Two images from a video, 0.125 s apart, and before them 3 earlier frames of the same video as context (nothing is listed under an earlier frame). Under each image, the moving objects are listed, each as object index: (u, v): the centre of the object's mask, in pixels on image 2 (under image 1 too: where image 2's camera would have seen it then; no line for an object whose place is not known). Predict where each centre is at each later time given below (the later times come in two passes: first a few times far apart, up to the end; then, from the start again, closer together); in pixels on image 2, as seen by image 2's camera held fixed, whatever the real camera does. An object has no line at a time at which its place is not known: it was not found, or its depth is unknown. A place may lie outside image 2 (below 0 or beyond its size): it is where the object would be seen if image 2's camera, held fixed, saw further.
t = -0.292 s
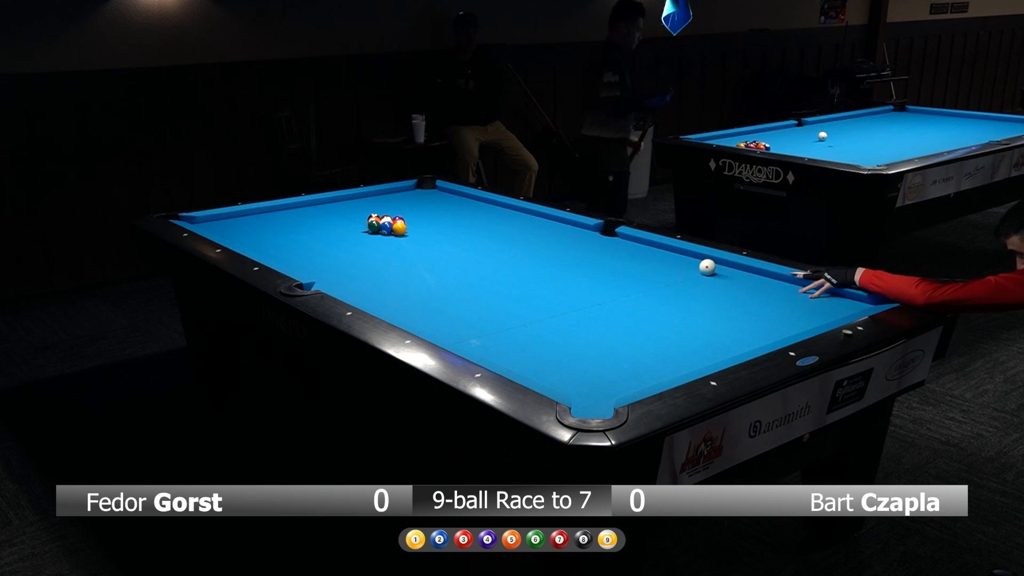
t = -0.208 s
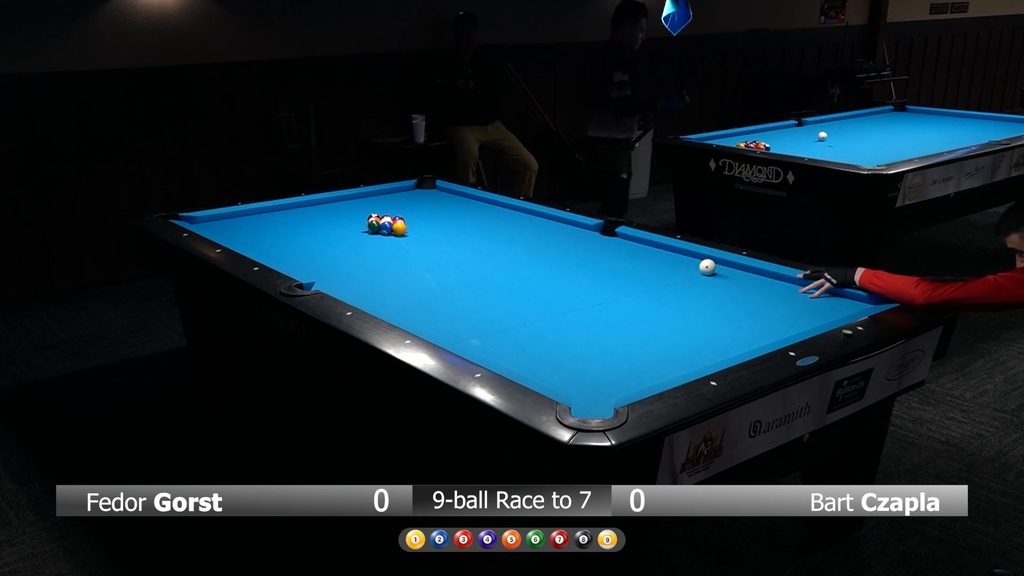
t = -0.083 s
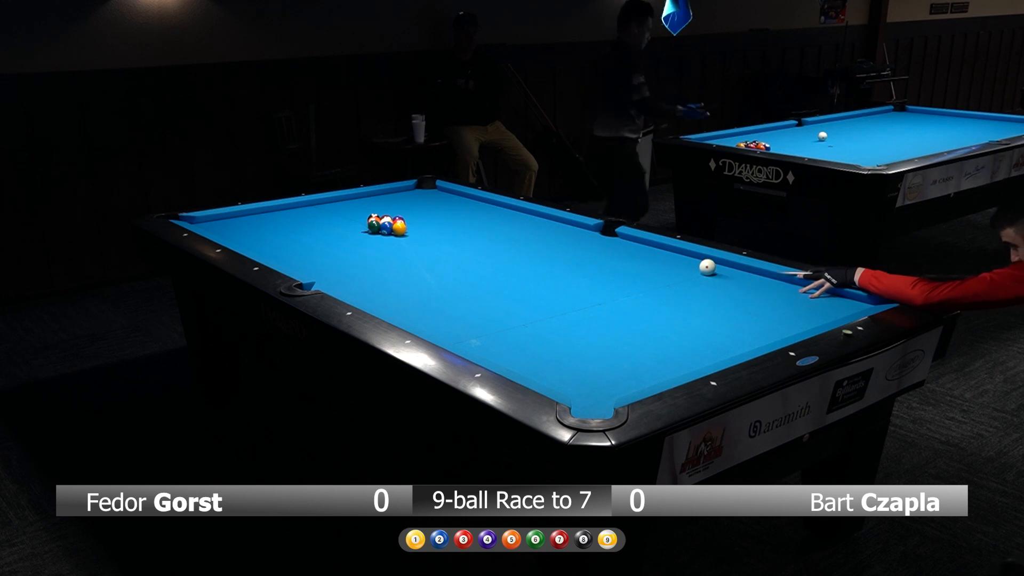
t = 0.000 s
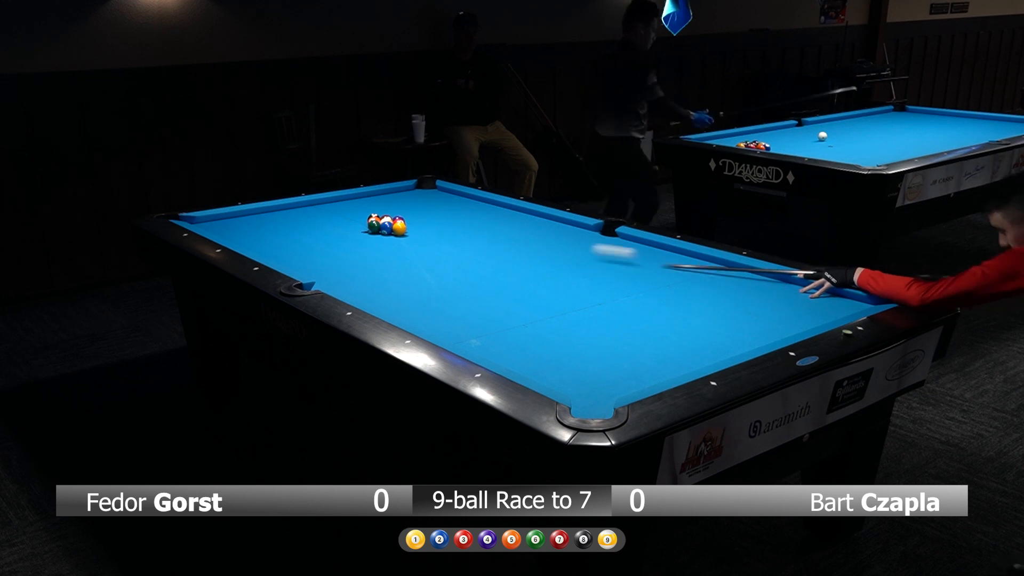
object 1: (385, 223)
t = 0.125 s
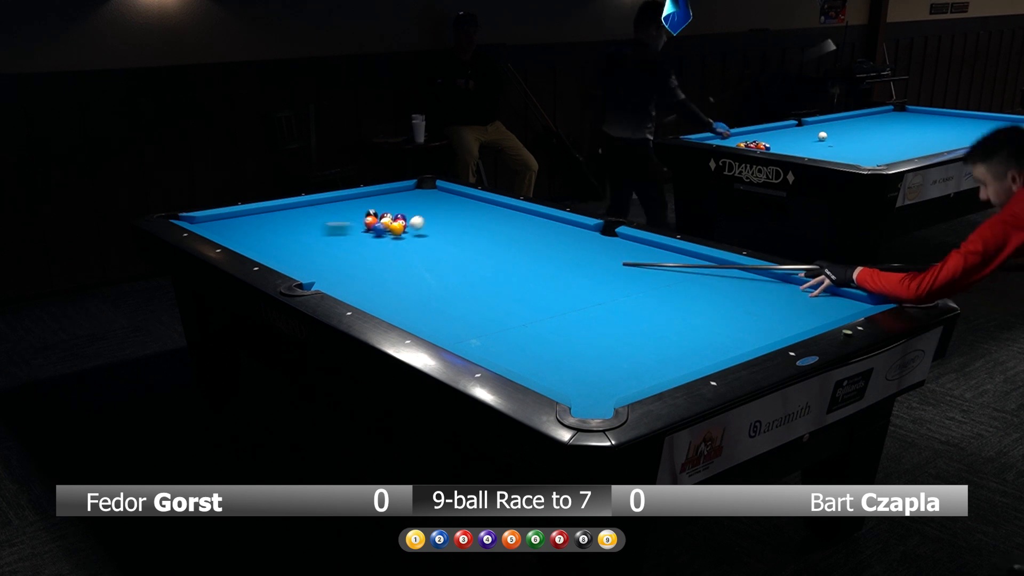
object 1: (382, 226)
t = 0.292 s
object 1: (330, 242)
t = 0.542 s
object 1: (274, 257)
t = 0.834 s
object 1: (345, 256)
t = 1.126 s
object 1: (409, 254)
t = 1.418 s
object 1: (455, 268)
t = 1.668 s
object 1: (489, 293)
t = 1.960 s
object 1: (537, 325)
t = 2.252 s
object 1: (595, 364)
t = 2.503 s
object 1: (612, 382)
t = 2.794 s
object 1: (558, 364)
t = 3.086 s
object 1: (510, 348)
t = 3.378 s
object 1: (467, 334)
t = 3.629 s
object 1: (435, 323)
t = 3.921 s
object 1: (401, 311)
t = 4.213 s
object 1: (371, 300)
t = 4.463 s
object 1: (350, 291)
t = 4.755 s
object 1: (334, 283)
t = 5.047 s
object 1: (320, 276)
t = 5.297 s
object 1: (308, 269)
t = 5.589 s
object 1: (297, 263)
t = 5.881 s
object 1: (286, 257)
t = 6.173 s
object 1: (277, 252)
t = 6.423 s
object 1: (270, 248)
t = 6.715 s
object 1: (262, 243)
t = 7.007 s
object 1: (256, 239)
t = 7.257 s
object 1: (251, 236)
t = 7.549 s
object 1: (245, 234)
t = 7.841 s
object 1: (240, 231)
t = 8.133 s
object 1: (235, 229)
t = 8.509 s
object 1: (231, 225)
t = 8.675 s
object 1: (229, 225)
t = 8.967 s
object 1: (226, 224)
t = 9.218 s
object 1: (223, 223)
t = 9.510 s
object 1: (220, 222)
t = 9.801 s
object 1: (219, 222)
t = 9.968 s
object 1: (219, 222)
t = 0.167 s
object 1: (365, 232)
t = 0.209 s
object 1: (354, 236)
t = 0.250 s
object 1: (341, 239)
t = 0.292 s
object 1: (330, 242)
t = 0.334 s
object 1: (320, 245)
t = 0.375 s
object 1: (309, 248)
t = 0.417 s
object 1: (299, 251)
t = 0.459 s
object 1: (289, 254)
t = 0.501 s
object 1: (278, 256)
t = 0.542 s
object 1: (274, 257)
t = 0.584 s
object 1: (285, 258)
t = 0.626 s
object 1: (297, 258)
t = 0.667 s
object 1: (307, 257)
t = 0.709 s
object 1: (317, 257)
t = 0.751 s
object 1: (326, 257)
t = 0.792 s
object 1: (335, 256)
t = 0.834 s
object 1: (345, 256)
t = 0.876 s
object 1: (354, 255)
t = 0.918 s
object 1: (364, 255)
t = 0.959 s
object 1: (373, 255)
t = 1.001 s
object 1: (382, 254)
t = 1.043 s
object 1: (391, 254)
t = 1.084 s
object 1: (400, 254)
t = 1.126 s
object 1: (409, 254)
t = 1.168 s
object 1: (418, 253)
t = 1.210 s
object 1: (427, 253)
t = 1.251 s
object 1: (436, 253)
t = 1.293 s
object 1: (443, 253)
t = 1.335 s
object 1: (447, 258)
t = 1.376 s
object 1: (451, 263)
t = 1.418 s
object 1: (455, 268)
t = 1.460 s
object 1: (460, 272)
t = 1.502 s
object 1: (465, 276)
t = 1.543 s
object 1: (471, 281)
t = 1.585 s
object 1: (477, 284)
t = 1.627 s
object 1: (483, 289)
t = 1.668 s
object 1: (489, 293)
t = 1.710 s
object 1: (496, 297)
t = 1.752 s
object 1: (502, 301)
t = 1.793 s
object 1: (509, 306)
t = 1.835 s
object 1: (516, 310)
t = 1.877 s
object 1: (523, 315)
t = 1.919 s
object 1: (530, 320)
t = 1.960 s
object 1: (537, 325)
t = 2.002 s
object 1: (545, 330)
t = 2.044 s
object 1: (553, 335)
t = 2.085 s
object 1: (561, 341)
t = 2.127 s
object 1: (569, 347)
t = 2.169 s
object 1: (577, 352)
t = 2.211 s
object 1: (586, 358)
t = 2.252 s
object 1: (595, 364)
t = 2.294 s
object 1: (605, 370)
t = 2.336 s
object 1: (614, 377)
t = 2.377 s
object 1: (624, 383)
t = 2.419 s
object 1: (631, 386)
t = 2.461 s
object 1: (622, 385)
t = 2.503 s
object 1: (612, 382)
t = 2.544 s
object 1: (604, 379)
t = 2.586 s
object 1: (596, 377)
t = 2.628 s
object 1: (588, 374)
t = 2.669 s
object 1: (580, 371)
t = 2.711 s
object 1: (573, 369)
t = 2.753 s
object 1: (565, 366)
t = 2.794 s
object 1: (558, 364)
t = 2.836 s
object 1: (551, 361)
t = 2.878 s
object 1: (544, 359)
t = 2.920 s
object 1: (537, 357)
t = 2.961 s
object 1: (530, 354)
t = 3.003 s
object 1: (523, 352)
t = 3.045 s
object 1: (516, 350)
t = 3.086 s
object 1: (510, 348)
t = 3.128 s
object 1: (504, 346)
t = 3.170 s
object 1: (497, 344)
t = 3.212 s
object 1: (491, 341)
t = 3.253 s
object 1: (485, 340)
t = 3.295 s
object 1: (479, 338)
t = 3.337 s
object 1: (473, 336)
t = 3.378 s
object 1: (467, 334)
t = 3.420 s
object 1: (462, 332)
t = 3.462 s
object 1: (456, 330)
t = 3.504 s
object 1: (451, 328)
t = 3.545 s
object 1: (446, 326)
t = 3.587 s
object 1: (440, 325)
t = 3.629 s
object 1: (435, 323)
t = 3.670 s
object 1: (430, 321)
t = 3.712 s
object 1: (425, 320)
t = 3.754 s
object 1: (420, 318)
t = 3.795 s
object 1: (415, 316)
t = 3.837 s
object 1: (410, 314)
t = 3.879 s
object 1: (406, 313)
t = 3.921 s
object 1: (401, 311)
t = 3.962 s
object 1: (397, 309)
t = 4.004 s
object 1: (392, 308)
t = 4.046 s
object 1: (388, 306)
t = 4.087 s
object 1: (383, 304)
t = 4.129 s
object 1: (379, 303)
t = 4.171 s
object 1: (375, 301)
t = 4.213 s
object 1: (371, 300)
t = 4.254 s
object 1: (367, 298)
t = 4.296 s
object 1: (363, 296)
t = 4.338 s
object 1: (359, 295)
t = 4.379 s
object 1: (355, 293)
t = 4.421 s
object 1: (353, 292)
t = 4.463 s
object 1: (350, 291)
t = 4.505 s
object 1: (348, 290)
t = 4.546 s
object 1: (346, 288)
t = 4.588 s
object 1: (343, 287)
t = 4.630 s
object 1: (341, 286)
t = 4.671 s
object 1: (339, 285)
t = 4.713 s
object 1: (336, 284)
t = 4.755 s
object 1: (334, 283)
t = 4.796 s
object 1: (331, 282)
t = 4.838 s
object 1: (329, 281)
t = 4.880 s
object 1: (327, 280)
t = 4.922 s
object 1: (325, 279)
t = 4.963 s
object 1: (323, 278)
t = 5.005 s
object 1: (321, 277)
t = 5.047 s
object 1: (320, 276)
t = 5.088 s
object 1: (318, 275)
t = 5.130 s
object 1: (316, 273)
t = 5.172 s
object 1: (314, 272)
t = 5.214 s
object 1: (312, 271)
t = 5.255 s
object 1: (310, 270)
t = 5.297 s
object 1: (308, 269)
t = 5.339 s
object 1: (307, 268)
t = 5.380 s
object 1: (305, 267)
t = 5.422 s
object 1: (303, 267)
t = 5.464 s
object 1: (301, 266)
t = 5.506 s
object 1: (300, 265)
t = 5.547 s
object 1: (298, 264)
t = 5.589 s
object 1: (297, 263)
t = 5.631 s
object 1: (295, 262)
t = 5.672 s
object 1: (293, 261)
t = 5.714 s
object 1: (292, 260)
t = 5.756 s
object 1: (290, 259)
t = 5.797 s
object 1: (289, 259)
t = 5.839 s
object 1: (287, 258)
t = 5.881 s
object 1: (286, 257)
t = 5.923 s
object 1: (285, 256)
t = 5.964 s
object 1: (283, 256)
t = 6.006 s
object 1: (282, 255)
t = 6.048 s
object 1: (281, 254)
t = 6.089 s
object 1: (279, 253)
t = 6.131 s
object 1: (278, 253)
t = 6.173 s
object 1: (277, 252)
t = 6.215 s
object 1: (276, 251)
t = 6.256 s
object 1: (274, 250)
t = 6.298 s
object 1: (273, 250)
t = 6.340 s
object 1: (272, 249)
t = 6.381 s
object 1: (271, 248)
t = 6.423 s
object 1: (270, 248)
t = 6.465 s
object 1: (268, 247)
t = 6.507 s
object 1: (267, 246)
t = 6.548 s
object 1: (266, 246)
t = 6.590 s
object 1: (265, 245)
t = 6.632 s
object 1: (264, 244)
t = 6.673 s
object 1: (263, 244)
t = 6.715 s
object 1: (262, 243)
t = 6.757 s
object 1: (261, 243)
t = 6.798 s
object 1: (260, 242)
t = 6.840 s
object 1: (259, 241)
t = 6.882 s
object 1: (259, 241)
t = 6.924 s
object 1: (258, 240)
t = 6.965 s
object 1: (257, 240)
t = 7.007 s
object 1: (256, 239)
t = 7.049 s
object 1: (255, 239)
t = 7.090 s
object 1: (254, 238)
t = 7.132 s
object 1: (253, 238)
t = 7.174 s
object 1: (252, 237)
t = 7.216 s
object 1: (251, 237)
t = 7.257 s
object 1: (251, 236)
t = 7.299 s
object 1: (250, 236)
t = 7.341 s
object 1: (249, 235)
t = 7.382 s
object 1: (248, 235)
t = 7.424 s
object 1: (247, 234)
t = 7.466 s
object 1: (247, 234)
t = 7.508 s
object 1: (246, 234)
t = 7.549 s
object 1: (245, 234)
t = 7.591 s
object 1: (244, 233)
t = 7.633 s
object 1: (244, 233)
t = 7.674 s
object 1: (243, 232)
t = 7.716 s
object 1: (242, 232)
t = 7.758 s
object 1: (241, 231)
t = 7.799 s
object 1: (241, 231)
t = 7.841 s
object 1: (240, 231)
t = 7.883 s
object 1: (239, 230)
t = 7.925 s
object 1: (238, 230)
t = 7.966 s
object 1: (238, 230)
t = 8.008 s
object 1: (237, 229)
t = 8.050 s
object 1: (237, 229)
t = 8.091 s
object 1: (236, 229)
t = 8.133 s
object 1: (235, 229)
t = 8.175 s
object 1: (235, 229)
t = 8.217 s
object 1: (234, 228)
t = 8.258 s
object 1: (233, 228)
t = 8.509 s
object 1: (231, 225)
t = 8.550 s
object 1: (230, 226)
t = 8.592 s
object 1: (230, 226)
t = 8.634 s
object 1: (229, 225)
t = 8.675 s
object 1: (229, 225)
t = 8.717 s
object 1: (229, 225)
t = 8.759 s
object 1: (228, 225)
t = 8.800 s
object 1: (228, 225)
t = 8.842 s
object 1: (227, 225)
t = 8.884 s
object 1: (227, 224)
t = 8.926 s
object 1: (226, 224)
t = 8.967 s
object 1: (226, 224)
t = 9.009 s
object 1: (225, 223)
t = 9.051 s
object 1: (225, 223)
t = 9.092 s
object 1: (224, 223)
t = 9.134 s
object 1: (224, 223)
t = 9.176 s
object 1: (224, 223)
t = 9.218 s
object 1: (223, 223)
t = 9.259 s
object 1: (222, 223)
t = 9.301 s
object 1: (222, 223)
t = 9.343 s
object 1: (221, 223)
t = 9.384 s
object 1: (221, 223)
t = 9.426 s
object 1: (220, 222)
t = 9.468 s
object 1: (220, 222)
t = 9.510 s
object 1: (220, 222)
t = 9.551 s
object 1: (219, 222)
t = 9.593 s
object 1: (219, 222)
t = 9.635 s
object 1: (219, 222)
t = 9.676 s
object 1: (219, 222)
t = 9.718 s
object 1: (219, 222)
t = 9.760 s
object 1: (219, 222)
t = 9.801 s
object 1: (219, 222)
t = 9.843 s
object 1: (219, 222)
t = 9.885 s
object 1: (219, 222)
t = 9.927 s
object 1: (219, 222)
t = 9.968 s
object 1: (219, 222)
